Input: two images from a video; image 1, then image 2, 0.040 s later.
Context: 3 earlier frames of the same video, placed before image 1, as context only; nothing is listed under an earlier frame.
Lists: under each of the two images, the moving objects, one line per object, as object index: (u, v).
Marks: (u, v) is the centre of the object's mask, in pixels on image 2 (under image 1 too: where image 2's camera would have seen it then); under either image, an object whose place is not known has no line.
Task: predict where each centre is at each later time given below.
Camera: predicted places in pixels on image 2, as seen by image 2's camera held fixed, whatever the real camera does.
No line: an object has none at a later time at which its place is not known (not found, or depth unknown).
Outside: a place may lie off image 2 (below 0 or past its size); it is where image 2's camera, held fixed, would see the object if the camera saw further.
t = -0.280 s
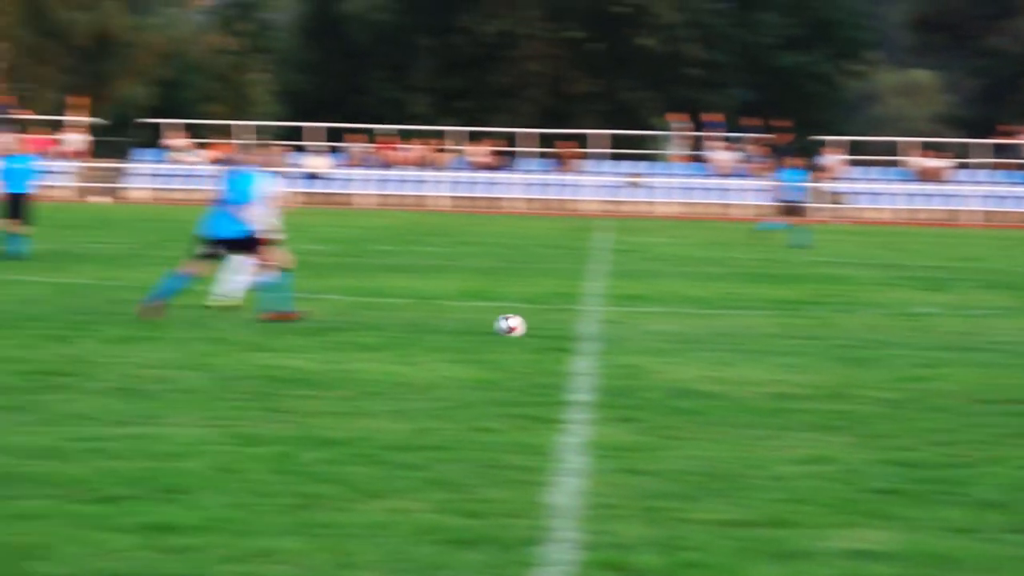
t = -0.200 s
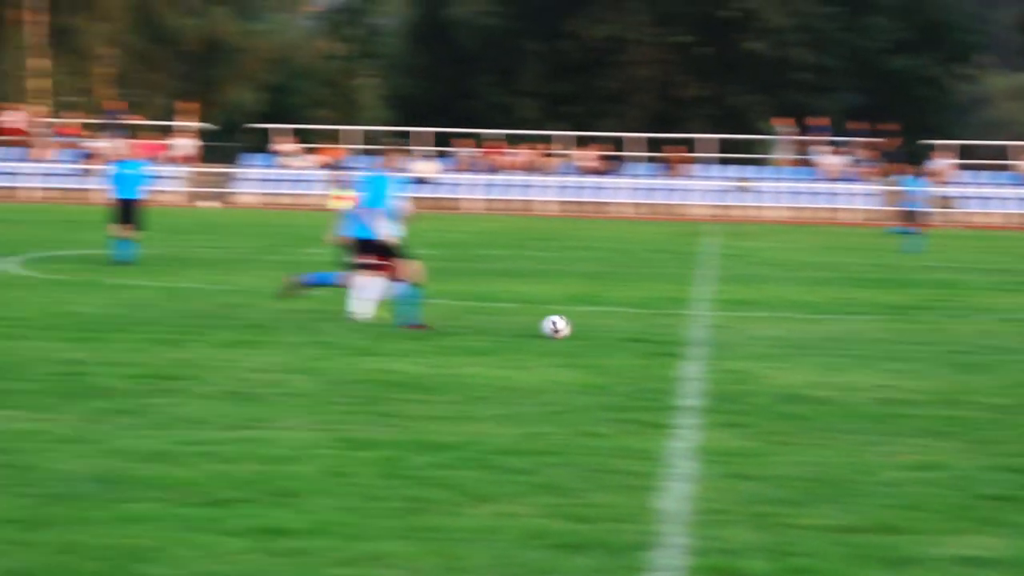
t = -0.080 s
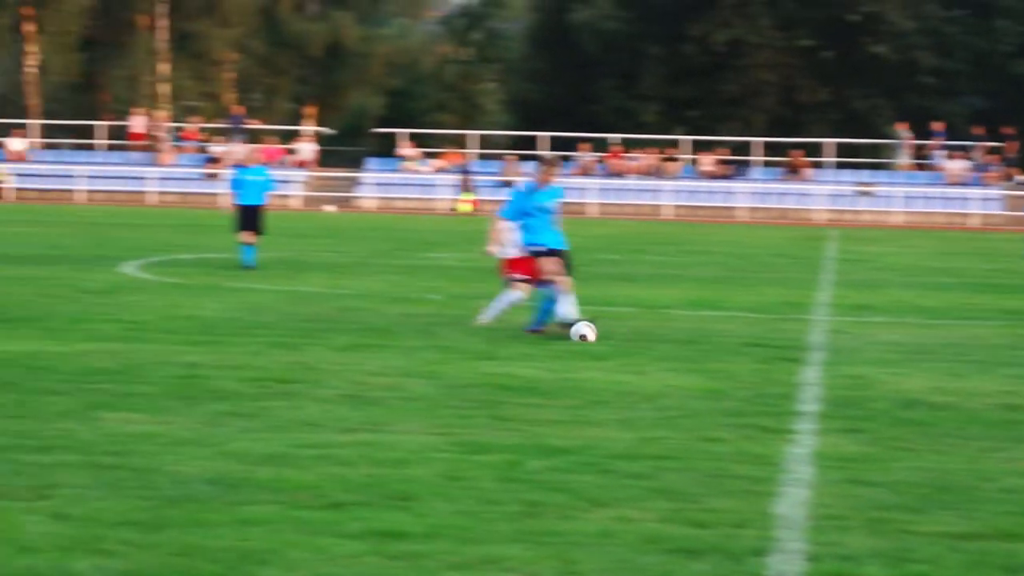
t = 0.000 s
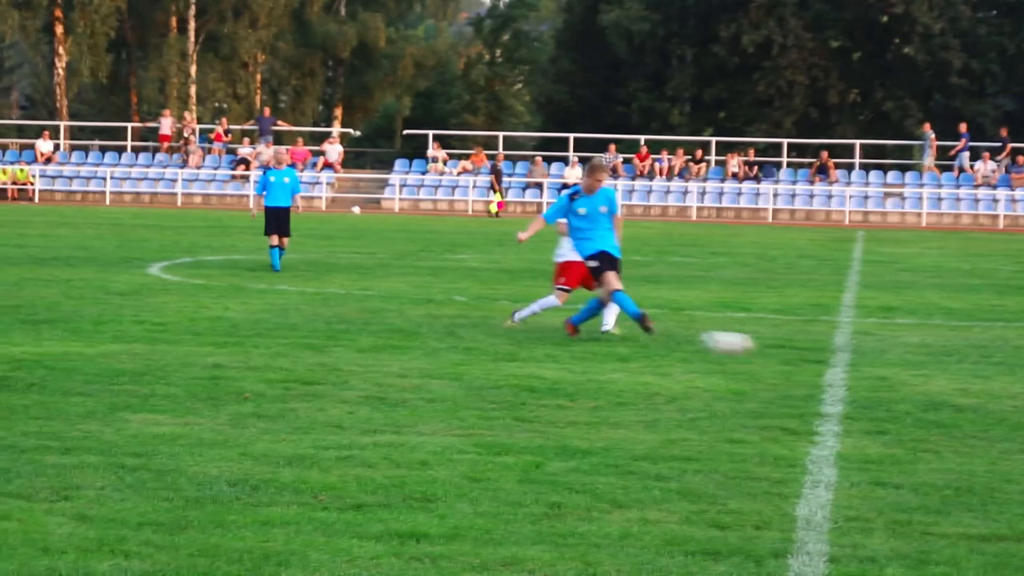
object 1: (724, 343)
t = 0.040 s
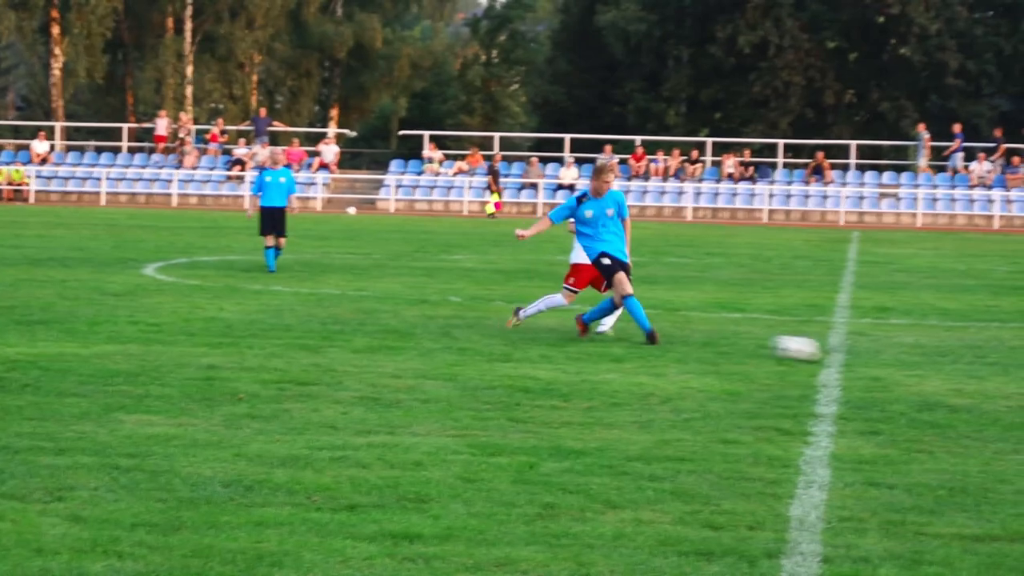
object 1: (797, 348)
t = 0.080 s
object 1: (871, 353)
